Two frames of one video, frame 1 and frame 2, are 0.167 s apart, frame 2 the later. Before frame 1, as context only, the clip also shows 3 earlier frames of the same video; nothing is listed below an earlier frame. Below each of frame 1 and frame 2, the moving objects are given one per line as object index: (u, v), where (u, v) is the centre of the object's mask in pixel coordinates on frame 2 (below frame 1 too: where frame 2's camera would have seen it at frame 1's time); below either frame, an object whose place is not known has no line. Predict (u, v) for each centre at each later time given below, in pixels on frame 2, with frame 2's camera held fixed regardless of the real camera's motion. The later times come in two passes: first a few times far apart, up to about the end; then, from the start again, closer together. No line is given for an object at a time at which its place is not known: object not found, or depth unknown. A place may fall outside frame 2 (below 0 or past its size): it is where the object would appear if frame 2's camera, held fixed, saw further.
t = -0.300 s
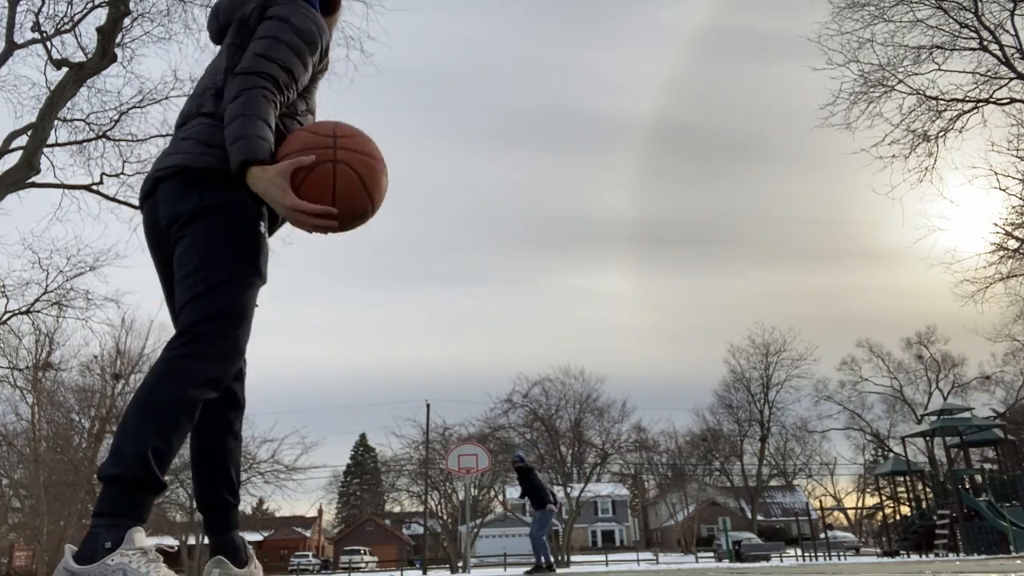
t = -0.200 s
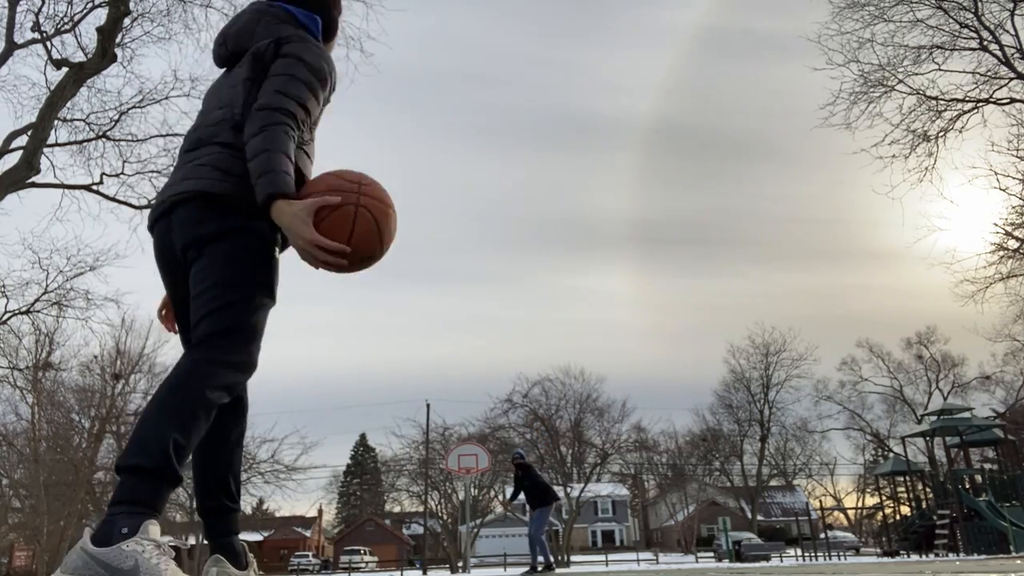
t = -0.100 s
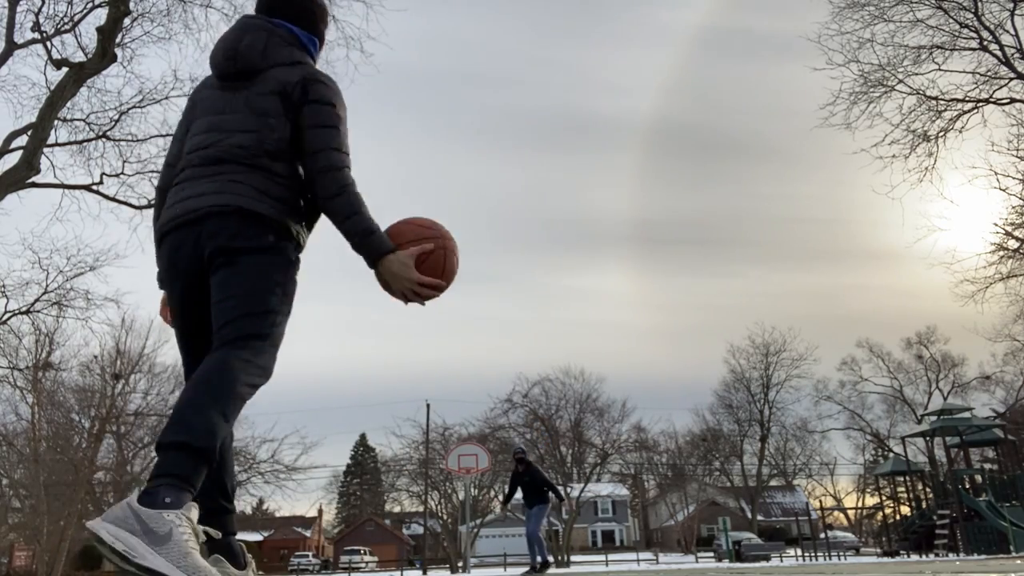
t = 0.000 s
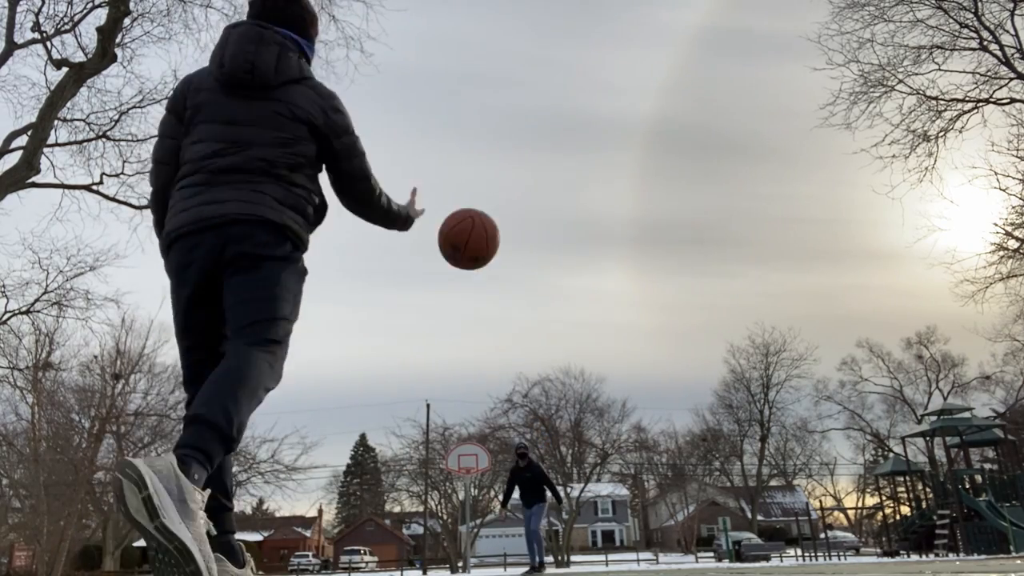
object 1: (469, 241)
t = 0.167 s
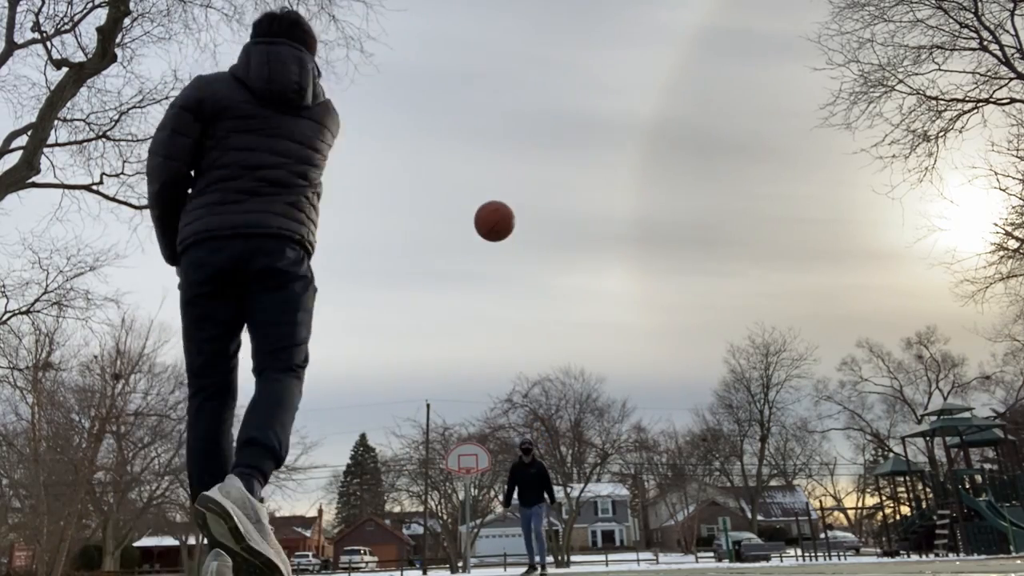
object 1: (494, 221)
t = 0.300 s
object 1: (508, 241)
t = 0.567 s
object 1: (529, 311)
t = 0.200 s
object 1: (498, 226)
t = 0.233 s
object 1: (502, 230)
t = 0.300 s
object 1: (508, 241)
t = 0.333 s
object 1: (511, 246)
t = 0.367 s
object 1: (514, 254)
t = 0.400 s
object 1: (516, 263)
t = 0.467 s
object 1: (522, 281)
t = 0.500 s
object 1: (524, 290)
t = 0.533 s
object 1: (527, 301)
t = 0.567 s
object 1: (529, 311)
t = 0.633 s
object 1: (534, 335)
